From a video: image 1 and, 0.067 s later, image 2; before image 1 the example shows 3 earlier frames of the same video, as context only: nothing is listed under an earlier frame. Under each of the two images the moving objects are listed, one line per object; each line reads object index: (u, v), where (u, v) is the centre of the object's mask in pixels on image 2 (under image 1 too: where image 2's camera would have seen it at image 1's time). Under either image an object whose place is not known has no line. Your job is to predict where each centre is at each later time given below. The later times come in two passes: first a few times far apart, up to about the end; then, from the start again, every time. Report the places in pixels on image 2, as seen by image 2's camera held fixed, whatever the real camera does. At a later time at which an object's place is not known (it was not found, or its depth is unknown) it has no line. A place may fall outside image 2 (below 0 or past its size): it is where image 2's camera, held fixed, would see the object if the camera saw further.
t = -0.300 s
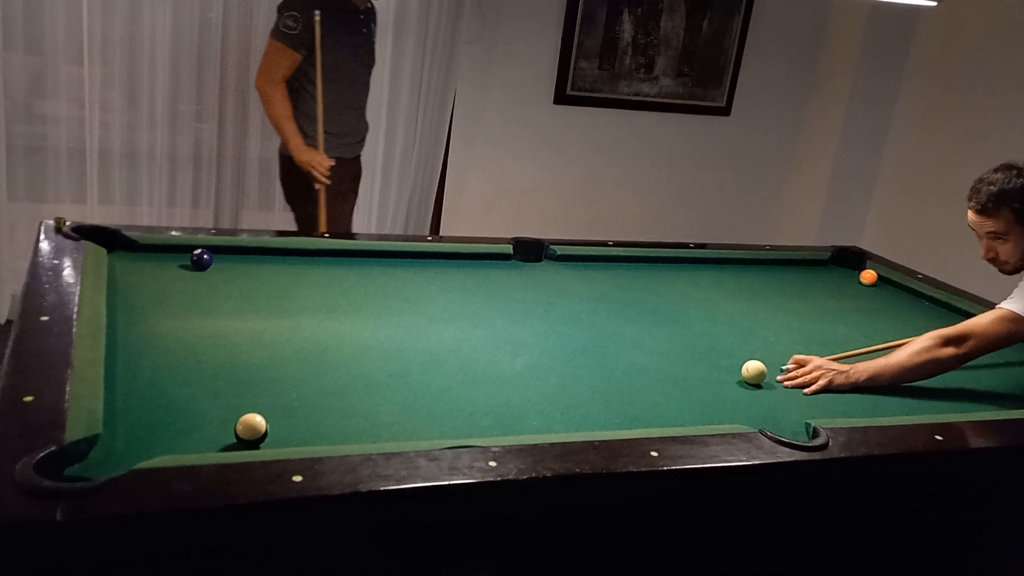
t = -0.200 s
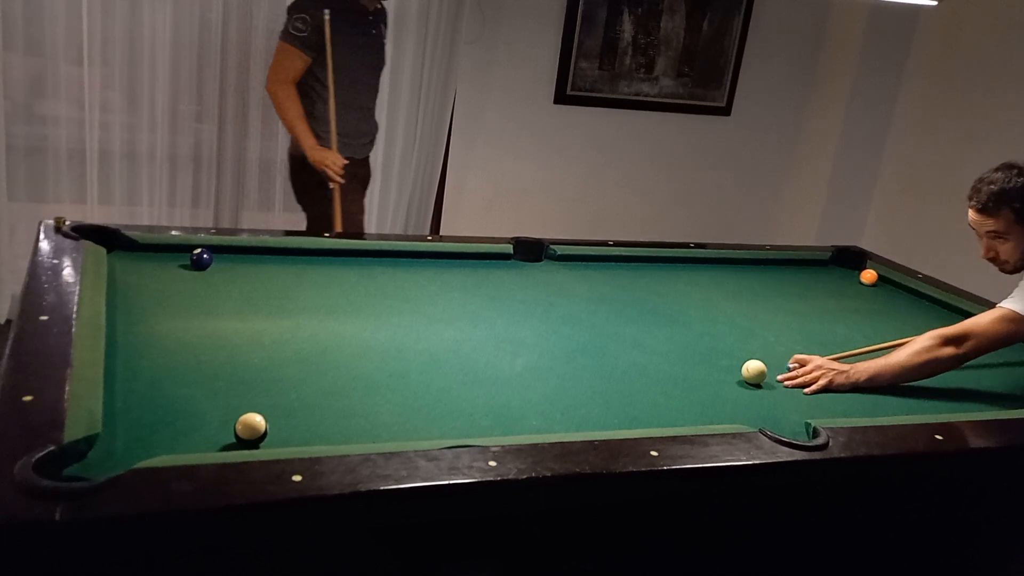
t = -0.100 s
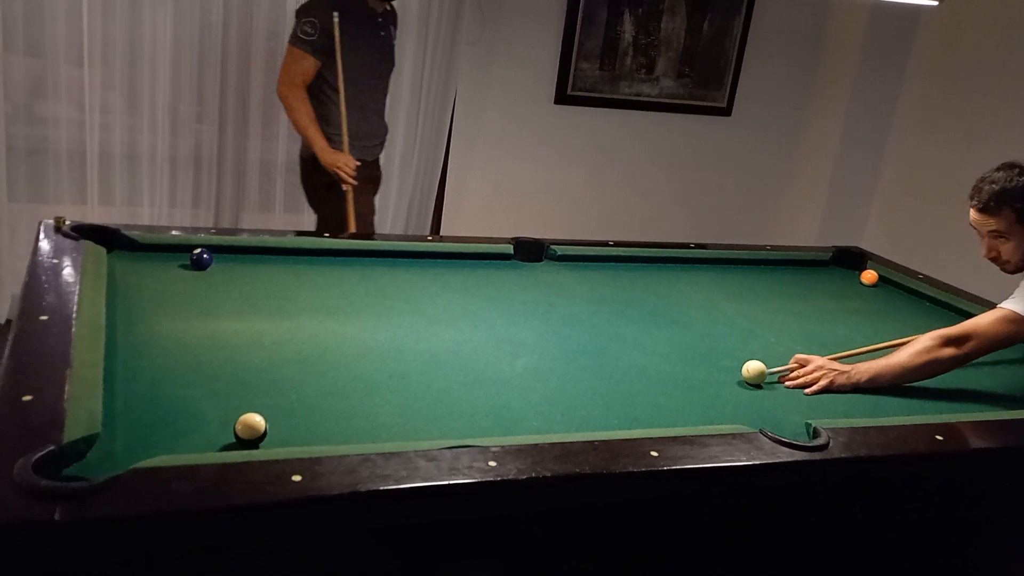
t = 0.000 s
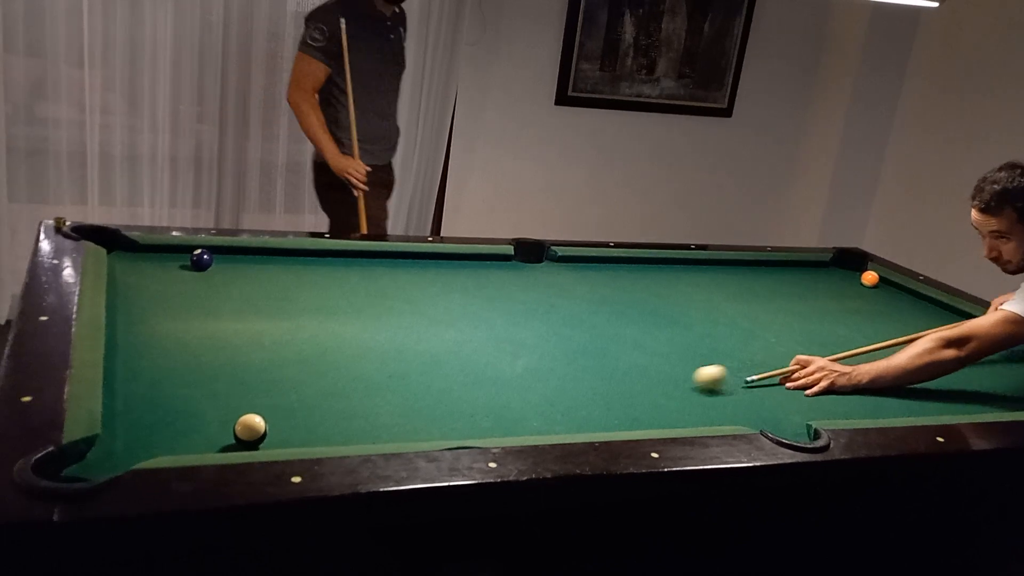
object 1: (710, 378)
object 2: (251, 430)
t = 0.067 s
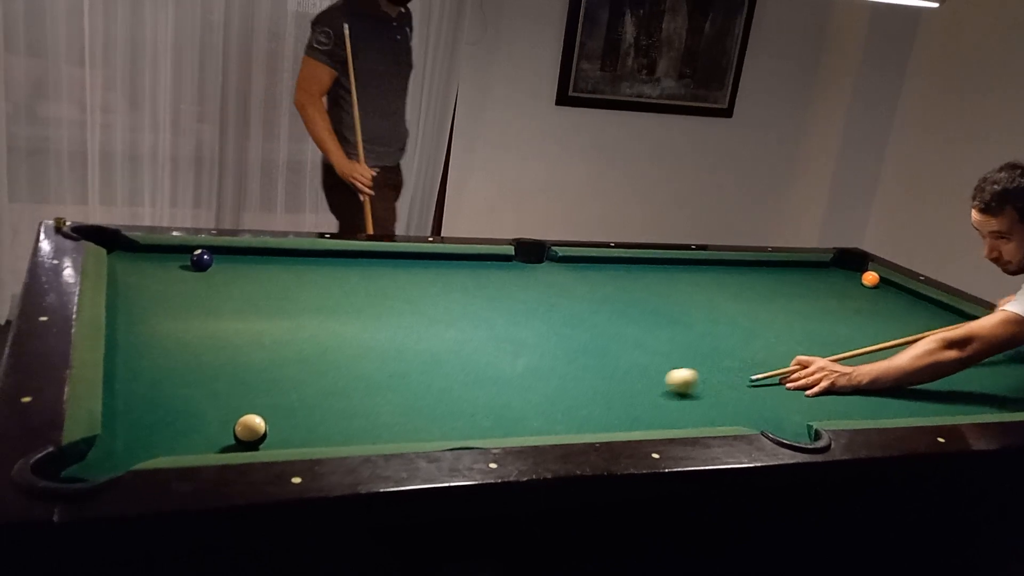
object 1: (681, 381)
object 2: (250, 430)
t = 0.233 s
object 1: (621, 387)
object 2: (251, 430)
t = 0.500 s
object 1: (525, 397)
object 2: (251, 430)
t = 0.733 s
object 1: (435, 406)
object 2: (251, 430)
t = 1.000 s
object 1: (326, 416)
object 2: (251, 430)
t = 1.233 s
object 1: (253, 415)
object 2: (226, 439)
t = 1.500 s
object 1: (200, 405)
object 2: (182, 443)
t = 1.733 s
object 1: (158, 396)
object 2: (151, 440)
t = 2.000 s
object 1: (121, 387)
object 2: (122, 432)
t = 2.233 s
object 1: (136, 382)
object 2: (128, 428)
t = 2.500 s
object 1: (152, 378)
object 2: (136, 425)
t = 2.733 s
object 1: (164, 375)
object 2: (141, 422)
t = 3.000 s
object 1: (175, 372)
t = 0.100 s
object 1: (668, 383)
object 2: (250, 430)
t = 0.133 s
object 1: (656, 384)
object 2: (250, 430)
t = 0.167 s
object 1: (644, 385)
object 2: (250, 430)
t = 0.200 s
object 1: (633, 386)
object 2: (251, 430)
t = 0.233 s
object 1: (621, 387)
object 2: (251, 430)
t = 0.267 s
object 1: (609, 388)
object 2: (251, 430)
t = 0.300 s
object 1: (598, 390)
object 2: (251, 430)
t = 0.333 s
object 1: (586, 391)
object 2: (251, 430)
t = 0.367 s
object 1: (573, 392)
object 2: (251, 430)
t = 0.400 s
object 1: (561, 393)
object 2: (251, 430)
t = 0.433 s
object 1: (549, 395)
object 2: (251, 430)
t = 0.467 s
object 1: (537, 396)
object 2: (251, 430)
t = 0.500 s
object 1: (525, 397)
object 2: (251, 430)
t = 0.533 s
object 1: (512, 399)
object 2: (251, 430)
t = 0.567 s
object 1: (499, 400)
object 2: (251, 430)
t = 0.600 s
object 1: (487, 401)
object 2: (251, 430)
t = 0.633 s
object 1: (474, 403)
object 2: (251, 430)
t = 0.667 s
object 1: (461, 403)
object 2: (251, 430)
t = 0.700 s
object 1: (448, 404)
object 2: (251, 430)
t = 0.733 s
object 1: (435, 406)
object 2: (251, 430)
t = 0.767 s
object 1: (422, 407)
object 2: (251, 430)
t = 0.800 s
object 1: (409, 409)
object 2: (251, 430)
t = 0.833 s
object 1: (395, 410)
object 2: (251, 430)
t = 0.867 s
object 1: (382, 411)
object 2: (251, 430)
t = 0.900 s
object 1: (368, 412)
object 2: (251, 430)
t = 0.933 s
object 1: (354, 413)
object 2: (251, 430)
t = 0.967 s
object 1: (341, 414)
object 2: (251, 430)
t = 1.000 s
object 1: (326, 416)
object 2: (251, 430)
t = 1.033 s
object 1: (313, 416)
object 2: (251, 430)
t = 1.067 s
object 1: (299, 417)
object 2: (251, 430)
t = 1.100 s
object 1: (284, 419)
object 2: (251, 430)
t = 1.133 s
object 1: (275, 418)
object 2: (247, 429)
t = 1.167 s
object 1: (267, 418)
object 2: (239, 433)
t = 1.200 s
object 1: (260, 416)
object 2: (232, 437)
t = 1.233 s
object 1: (253, 415)
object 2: (226, 439)
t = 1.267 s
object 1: (245, 414)
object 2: (220, 440)
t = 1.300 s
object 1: (239, 412)
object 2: (214, 441)
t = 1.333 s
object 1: (232, 411)
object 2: (207, 442)
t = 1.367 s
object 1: (225, 410)
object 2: (201, 444)
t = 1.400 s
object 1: (219, 408)
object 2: (196, 443)
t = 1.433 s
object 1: (212, 407)
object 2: (192, 443)
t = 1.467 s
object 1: (206, 405)
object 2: (187, 443)
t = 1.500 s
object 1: (200, 405)
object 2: (182, 443)
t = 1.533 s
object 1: (193, 403)
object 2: (177, 442)
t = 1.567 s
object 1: (187, 402)
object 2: (173, 441)
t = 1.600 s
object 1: (181, 401)
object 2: (168, 441)
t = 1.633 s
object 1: (175, 400)
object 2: (163, 441)
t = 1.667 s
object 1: (169, 398)
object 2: (159, 441)
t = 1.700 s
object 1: (163, 397)
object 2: (155, 441)
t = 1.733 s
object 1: (158, 396)
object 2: (151, 440)
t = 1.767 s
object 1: (152, 395)
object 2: (148, 438)
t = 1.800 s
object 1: (147, 394)
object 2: (144, 437)
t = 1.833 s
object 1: (142, 393)
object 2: (140, 436)
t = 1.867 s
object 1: (137, 392)
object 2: (136, 436)
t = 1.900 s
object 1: (132, 390)
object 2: (133, 435)
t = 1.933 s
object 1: (127, 389)
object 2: (129, 433)
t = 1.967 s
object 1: (123, 388)
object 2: (126, 433)
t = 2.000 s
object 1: (121, 387)
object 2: (122, 432)
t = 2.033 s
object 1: (123, 386)
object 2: (120, 432)
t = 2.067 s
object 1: (125, 386)
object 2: (120, 432)
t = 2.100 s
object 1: (128, 385)
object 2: (122, 431)
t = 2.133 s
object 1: (130, 384)
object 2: (123, 431)
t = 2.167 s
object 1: (132, 383)
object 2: (125, 430)
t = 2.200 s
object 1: (134, 383)
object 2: (126, 429)
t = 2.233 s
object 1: (136, 382)
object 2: (128, 428)
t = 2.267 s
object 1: (138, 381)
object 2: (129, 428)
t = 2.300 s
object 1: (141, 381)
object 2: (130, 428)
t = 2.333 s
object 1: (143, 380)
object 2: (132, 427)
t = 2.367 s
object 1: (145, 380)
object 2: (132, 427)
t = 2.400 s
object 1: (146, 379)
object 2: (134, 426)
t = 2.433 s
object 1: (148, 379)
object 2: (134, 426)
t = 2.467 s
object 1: (150, 378)
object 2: (135, 425)
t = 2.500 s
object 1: (152, 378)
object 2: (136, 425)
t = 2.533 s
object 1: (154, 377)
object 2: (137, 424)
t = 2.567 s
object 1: (155, 377)
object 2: (137, 424)
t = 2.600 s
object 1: (157, 376)
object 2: (138, 424)
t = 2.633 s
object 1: (159, 376)
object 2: (138, 423)
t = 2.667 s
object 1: (160, 376)
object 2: (139, 423)
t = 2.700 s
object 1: (162, 375)
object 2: (139, 423)
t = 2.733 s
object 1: (164, 375)
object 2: (141, 422)
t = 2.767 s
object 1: (165, 374)
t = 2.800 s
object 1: (167, 374)
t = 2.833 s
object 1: (168, 373)
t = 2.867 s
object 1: (169, 373)
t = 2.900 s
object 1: (171, 372)
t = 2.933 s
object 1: (173, 372)
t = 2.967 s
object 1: (173, 372)
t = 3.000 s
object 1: (175, 372)
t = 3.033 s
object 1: (176, 371)
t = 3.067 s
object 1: (177, 371)
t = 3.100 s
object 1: (178, 371)
